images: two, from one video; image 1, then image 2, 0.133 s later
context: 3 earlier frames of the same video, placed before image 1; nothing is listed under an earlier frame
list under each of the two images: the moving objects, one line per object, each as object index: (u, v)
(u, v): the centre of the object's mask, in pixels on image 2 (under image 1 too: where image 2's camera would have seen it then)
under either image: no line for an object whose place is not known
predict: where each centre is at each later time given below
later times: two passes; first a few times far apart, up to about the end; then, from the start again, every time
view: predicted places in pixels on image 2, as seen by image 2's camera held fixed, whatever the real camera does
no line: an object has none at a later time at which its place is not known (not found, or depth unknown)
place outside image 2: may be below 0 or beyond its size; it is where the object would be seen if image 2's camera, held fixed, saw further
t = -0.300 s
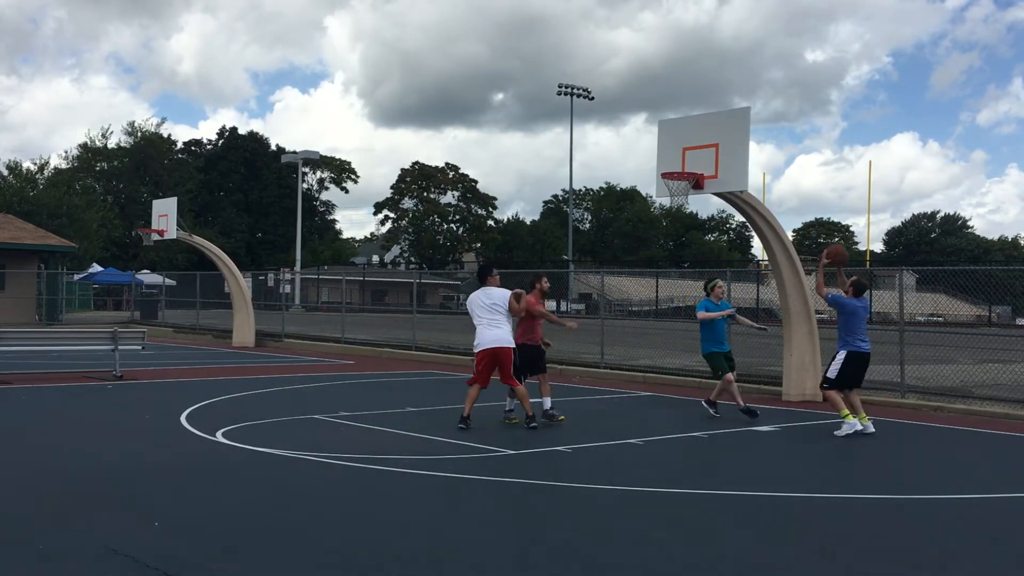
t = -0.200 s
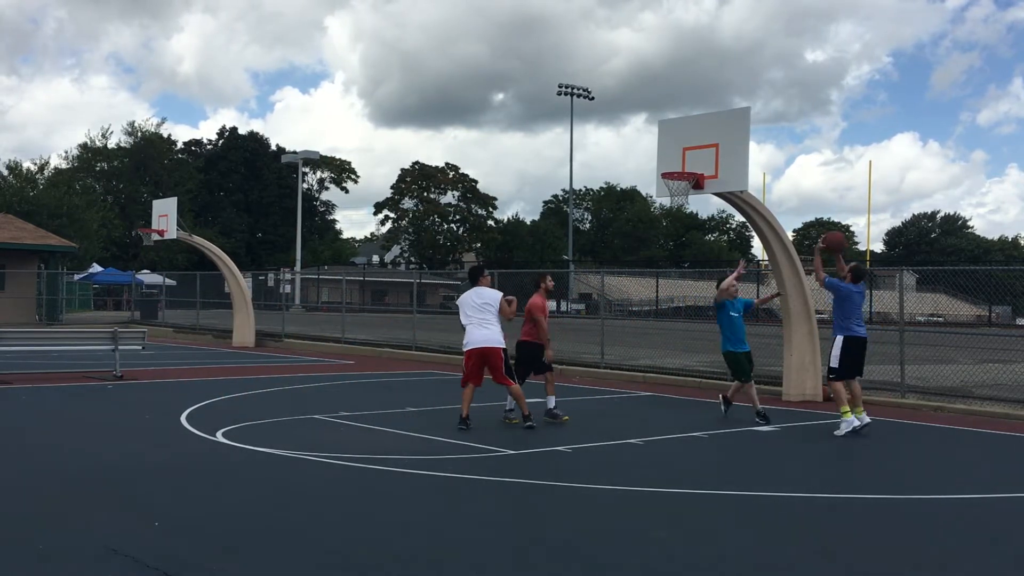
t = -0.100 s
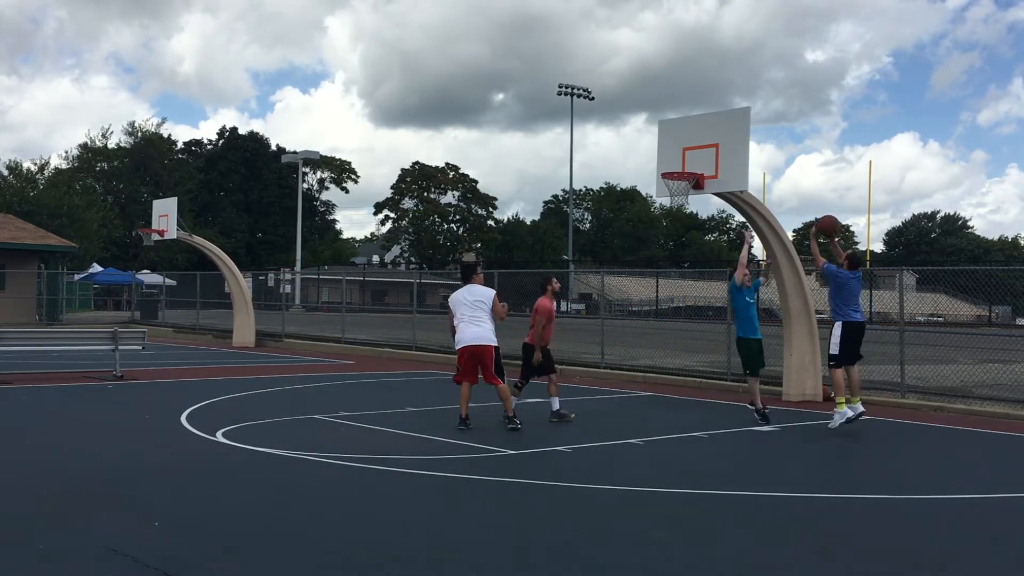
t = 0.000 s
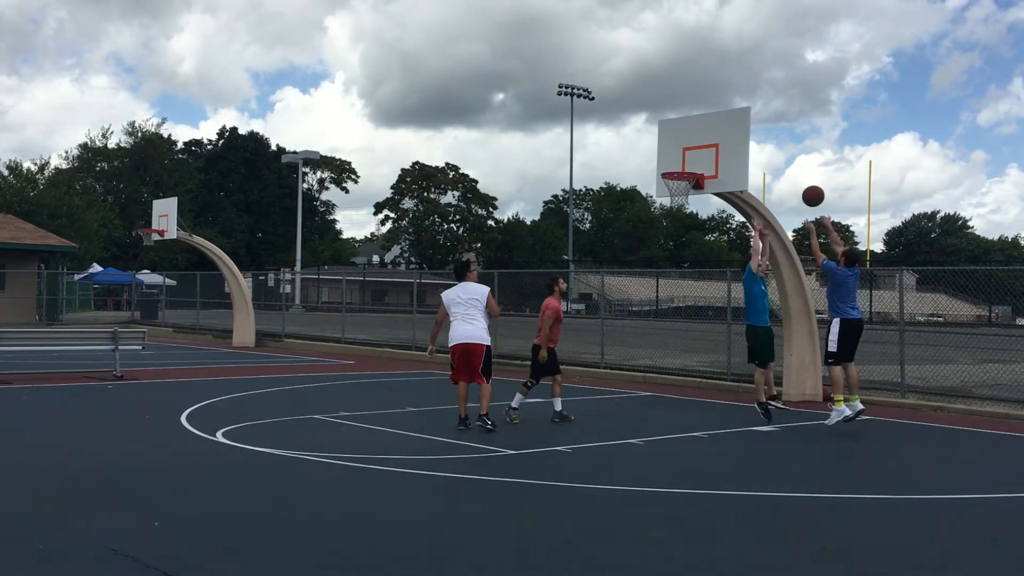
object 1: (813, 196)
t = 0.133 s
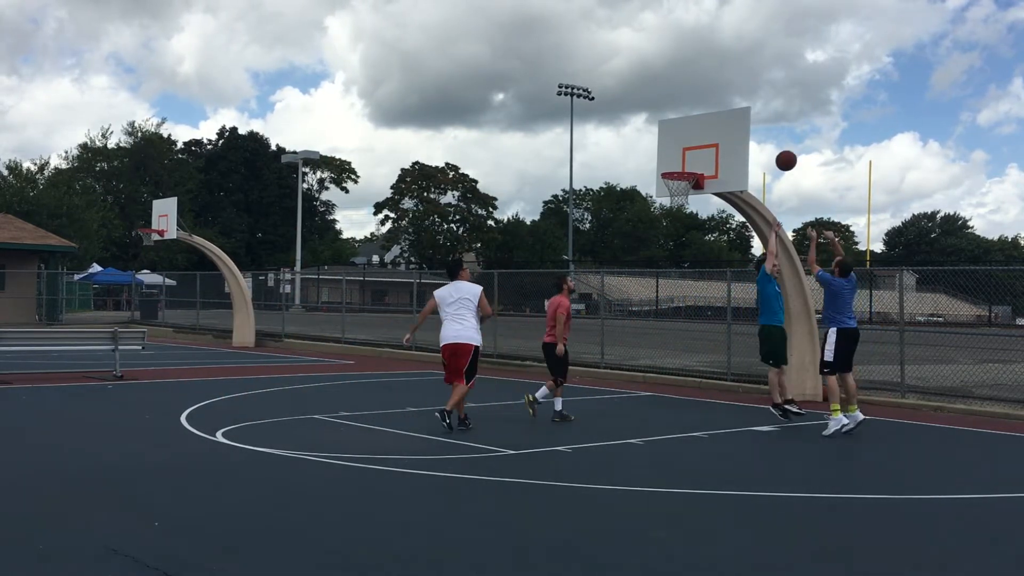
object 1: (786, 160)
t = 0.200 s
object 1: (773, 149)
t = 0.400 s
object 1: (737, 139)
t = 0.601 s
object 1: (704, 157)
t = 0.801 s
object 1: (673, 175)
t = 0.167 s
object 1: (780, 154)
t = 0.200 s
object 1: (773, 149)
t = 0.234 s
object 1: (767, 145)
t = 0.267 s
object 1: (761, 142)
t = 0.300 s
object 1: (755, 140)
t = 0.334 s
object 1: (749, 138)
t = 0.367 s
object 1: (743, 138)
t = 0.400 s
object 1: (737, 139)
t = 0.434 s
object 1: (731, 140)
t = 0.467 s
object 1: (726, 142)
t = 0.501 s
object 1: (720, 145)
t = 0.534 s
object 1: (715, 149)
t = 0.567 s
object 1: (710, 153)
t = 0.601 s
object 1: (704, 157)
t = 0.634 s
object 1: (698, 160)
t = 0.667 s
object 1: (693, 164)
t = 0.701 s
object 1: (687, 166)
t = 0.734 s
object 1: (681, 167)
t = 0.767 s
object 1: (675, 173)
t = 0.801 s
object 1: (673, 175)
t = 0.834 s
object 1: (671, 178)
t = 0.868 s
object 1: (674, 181)
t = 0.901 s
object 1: (676, 183)
